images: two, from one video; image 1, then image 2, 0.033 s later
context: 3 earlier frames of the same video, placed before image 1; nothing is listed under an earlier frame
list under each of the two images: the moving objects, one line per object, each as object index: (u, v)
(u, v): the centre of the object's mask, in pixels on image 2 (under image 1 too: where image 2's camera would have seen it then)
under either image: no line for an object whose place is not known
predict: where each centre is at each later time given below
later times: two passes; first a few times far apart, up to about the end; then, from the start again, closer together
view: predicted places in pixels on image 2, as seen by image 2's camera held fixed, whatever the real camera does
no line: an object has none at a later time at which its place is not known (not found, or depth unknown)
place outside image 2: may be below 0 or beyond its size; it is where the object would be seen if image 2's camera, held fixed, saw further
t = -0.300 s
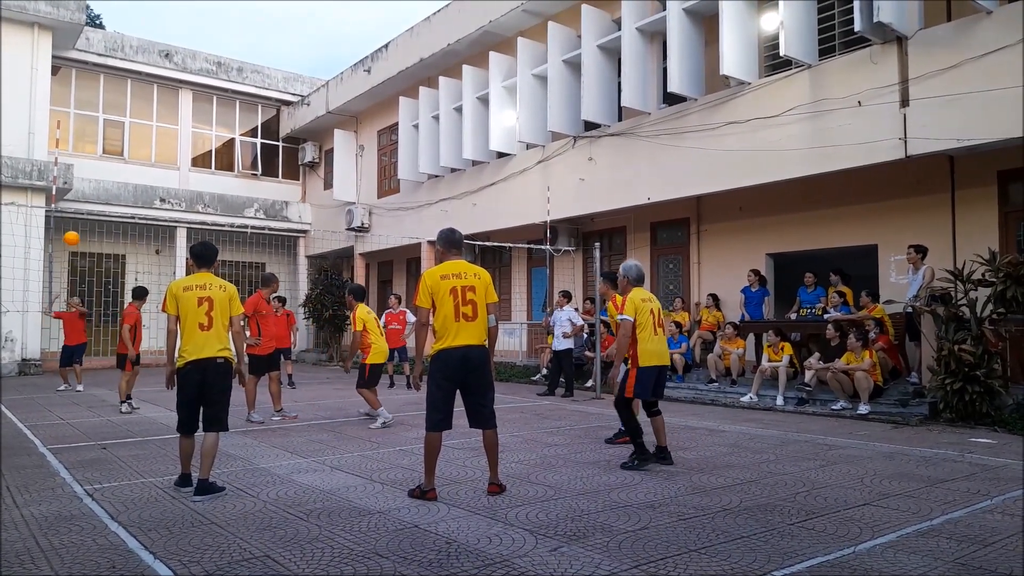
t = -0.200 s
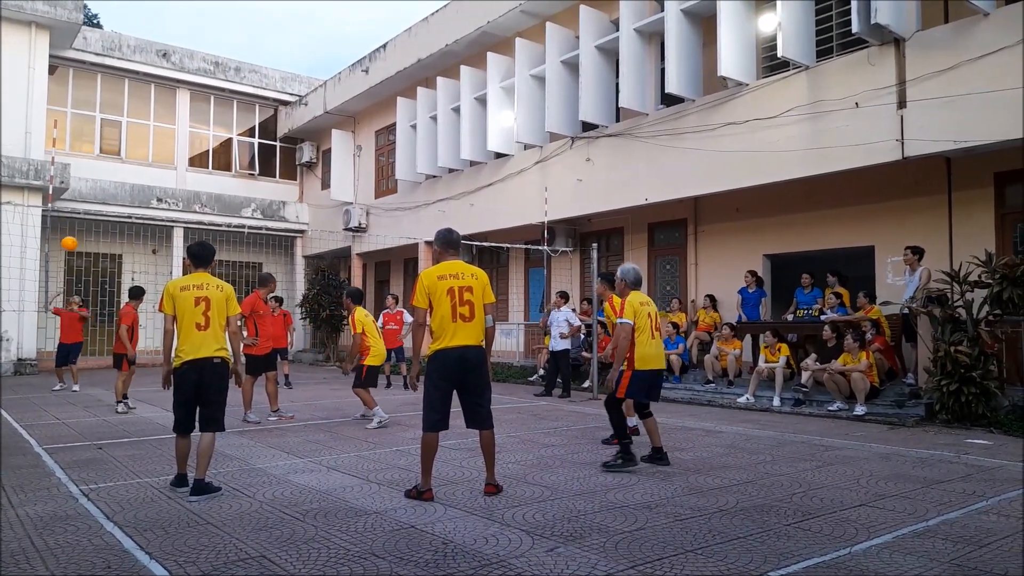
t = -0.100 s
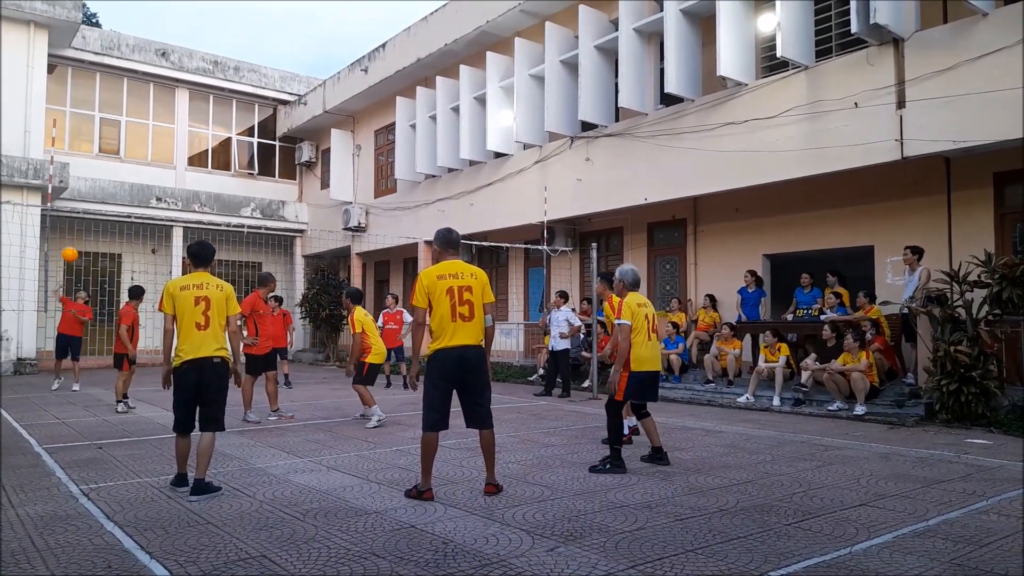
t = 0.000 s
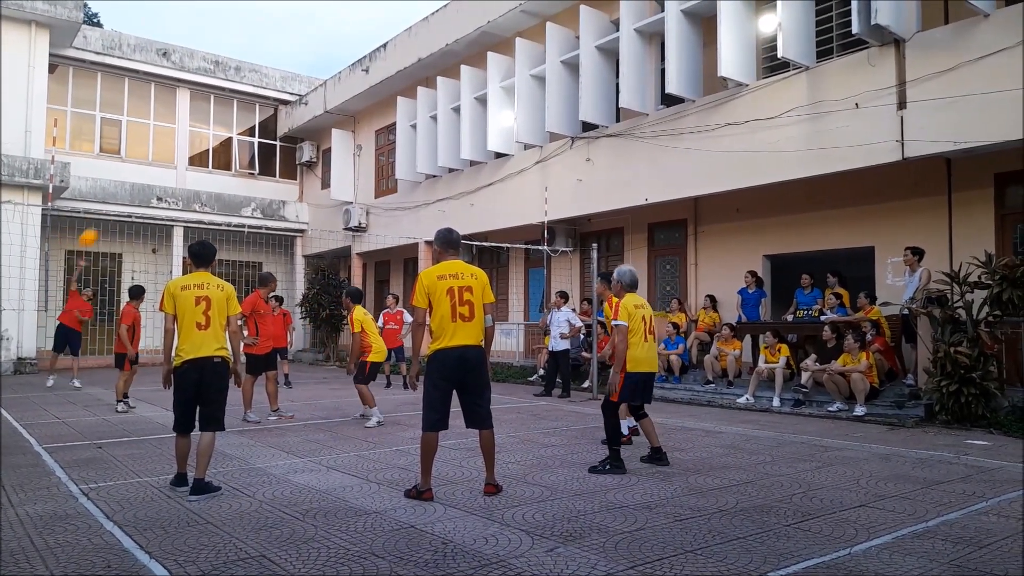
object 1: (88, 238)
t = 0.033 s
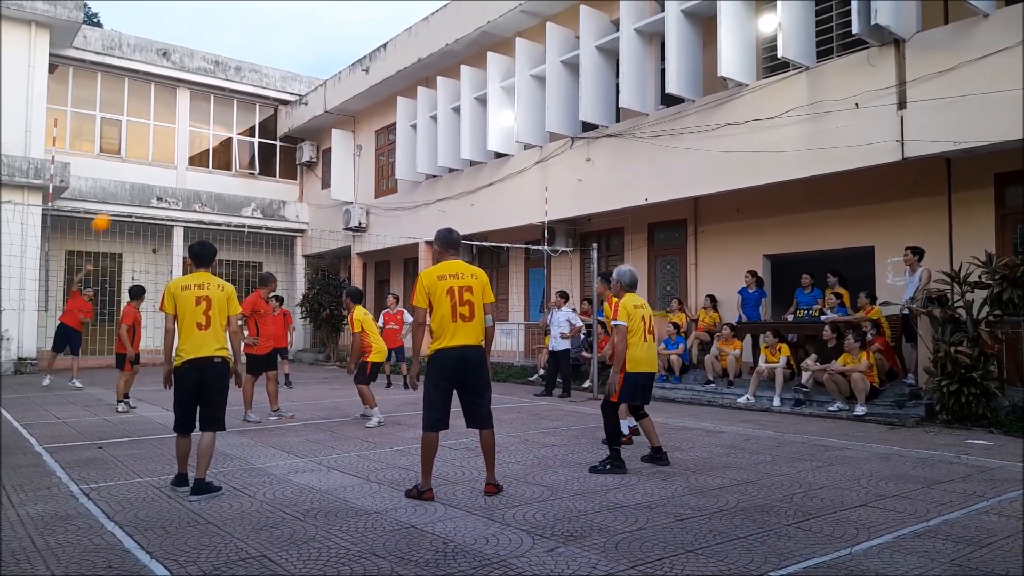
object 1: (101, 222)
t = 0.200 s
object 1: (167, 148)
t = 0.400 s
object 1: (251, 78)
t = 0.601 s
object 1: (343, 28)
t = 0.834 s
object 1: (463, 8)
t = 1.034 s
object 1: (586, 28)
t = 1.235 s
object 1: (729, 97)
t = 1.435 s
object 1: (903, 231)
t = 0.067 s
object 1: (114, 206)
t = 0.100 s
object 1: (126, 192)
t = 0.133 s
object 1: (140, 177)
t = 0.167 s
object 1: (153, 162)
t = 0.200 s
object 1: (167, 148)
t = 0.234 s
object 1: (180, 135)
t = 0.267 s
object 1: (196, 122)
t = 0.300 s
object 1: (208, 110)
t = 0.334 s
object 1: (223, 98)
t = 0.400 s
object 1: (251, 78)
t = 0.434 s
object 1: (265, 68)
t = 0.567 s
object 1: (327, 34)
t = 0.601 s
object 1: (343, 28)
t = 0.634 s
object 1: (359, 22)
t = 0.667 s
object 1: (376, 18)
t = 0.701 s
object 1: (392, 13)
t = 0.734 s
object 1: (409, 11)
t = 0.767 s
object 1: (428, 10)
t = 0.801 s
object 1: (446, 9)
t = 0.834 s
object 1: (463, 8)
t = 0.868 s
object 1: (484, 9)
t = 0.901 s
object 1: (504, 10)
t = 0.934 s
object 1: (524, 13)
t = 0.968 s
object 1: (544, 16)
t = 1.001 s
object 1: (565, 21)
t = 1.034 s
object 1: (586, 28)
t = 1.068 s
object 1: (609, 37)
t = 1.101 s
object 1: (634, 45)
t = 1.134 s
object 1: (655, 55)
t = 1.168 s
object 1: (681, 69)
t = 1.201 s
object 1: (705, 82)
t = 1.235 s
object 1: (729, 97)
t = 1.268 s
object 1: (758, 117)
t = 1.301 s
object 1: (785, 136)
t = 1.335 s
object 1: (813, 158)
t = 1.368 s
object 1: (845, 184)
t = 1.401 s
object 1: (872, 205)
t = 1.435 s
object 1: (903, 231)
